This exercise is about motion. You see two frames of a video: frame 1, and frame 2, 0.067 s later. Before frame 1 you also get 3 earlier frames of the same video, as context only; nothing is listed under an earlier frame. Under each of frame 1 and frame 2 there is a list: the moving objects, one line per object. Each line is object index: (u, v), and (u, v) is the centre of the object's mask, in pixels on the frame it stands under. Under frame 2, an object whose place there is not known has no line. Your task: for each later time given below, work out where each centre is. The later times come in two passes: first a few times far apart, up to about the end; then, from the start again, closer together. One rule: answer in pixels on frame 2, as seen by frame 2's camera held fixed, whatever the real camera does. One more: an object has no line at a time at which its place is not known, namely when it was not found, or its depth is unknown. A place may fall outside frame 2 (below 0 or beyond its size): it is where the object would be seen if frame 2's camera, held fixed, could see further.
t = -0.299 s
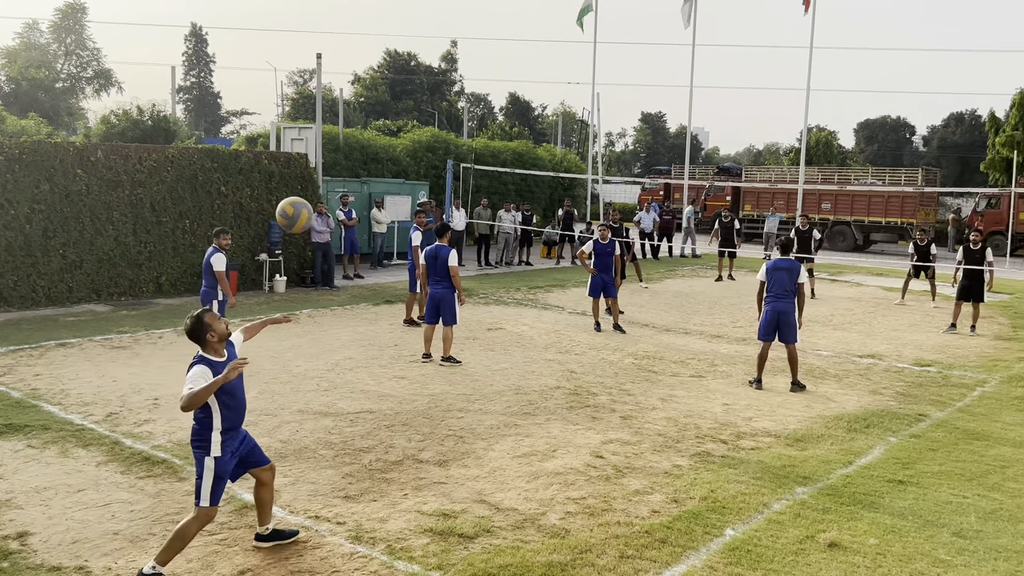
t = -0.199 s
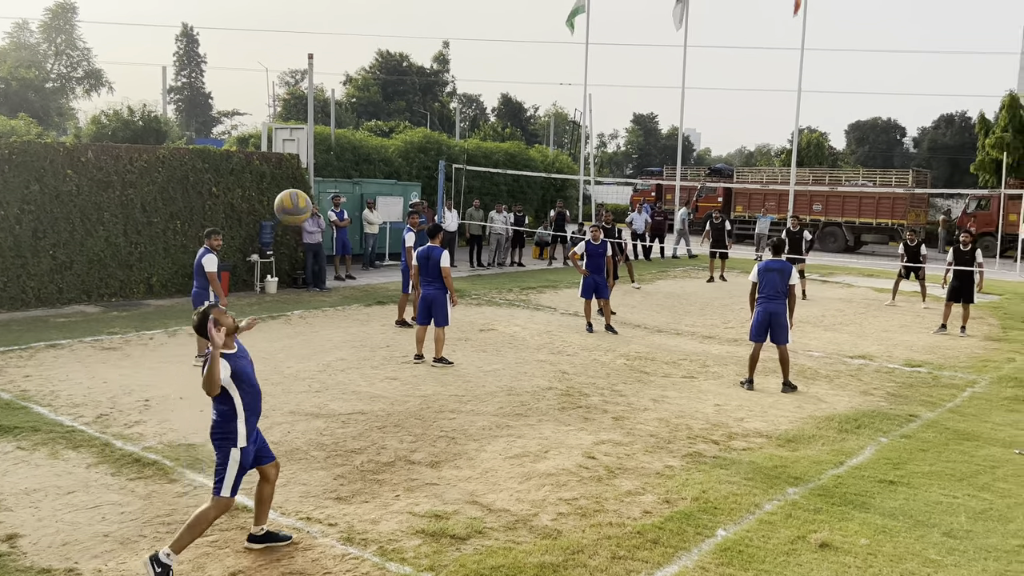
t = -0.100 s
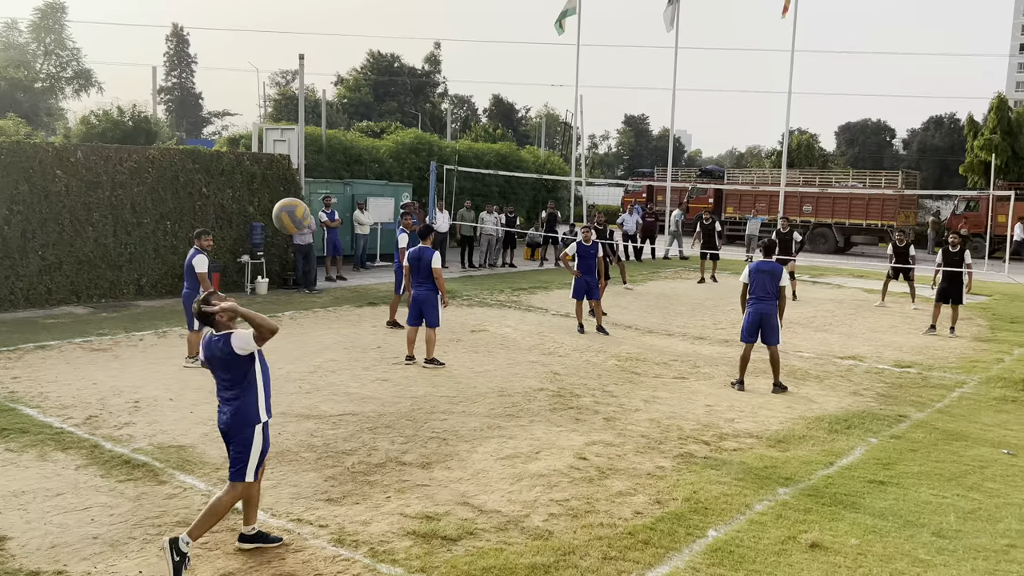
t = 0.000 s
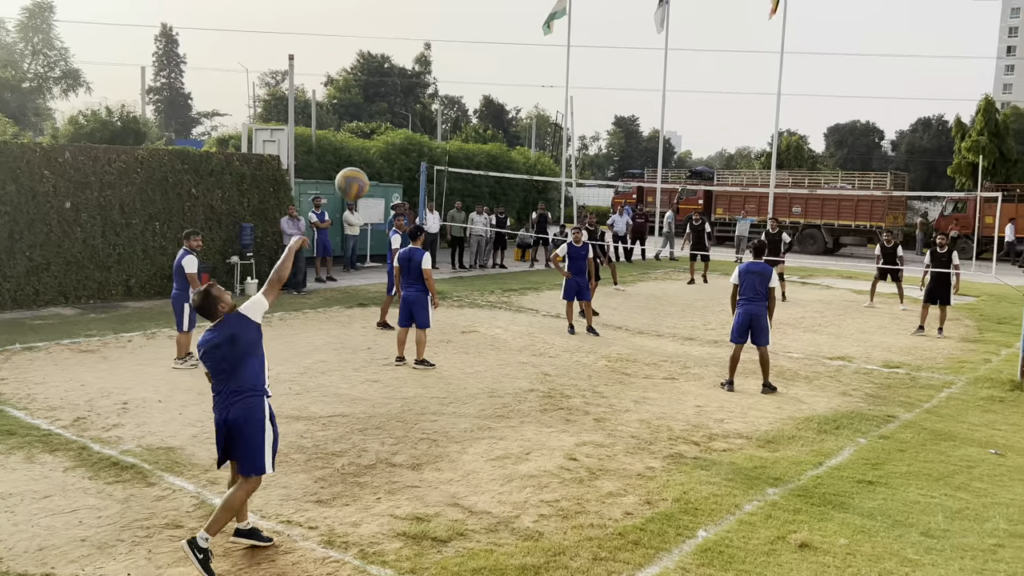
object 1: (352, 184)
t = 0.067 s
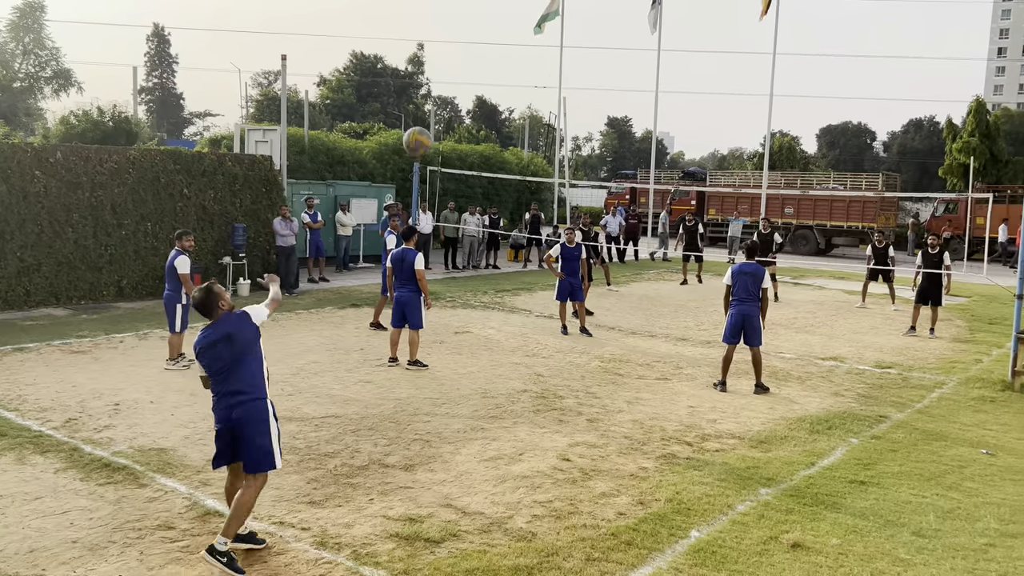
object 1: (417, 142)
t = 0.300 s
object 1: (568, 80)
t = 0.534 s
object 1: (647, 80)
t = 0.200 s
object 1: (518, 96)
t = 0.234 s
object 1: (536, 89)
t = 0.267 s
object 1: (553, 84)
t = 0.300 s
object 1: (568, 80)
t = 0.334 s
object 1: (582, 77)
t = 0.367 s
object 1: (595, 75)
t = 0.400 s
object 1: (607, 75)
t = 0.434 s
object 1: (618, 75)
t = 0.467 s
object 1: (628, 75)
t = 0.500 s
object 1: (638, 77)
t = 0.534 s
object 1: (647, 80)
